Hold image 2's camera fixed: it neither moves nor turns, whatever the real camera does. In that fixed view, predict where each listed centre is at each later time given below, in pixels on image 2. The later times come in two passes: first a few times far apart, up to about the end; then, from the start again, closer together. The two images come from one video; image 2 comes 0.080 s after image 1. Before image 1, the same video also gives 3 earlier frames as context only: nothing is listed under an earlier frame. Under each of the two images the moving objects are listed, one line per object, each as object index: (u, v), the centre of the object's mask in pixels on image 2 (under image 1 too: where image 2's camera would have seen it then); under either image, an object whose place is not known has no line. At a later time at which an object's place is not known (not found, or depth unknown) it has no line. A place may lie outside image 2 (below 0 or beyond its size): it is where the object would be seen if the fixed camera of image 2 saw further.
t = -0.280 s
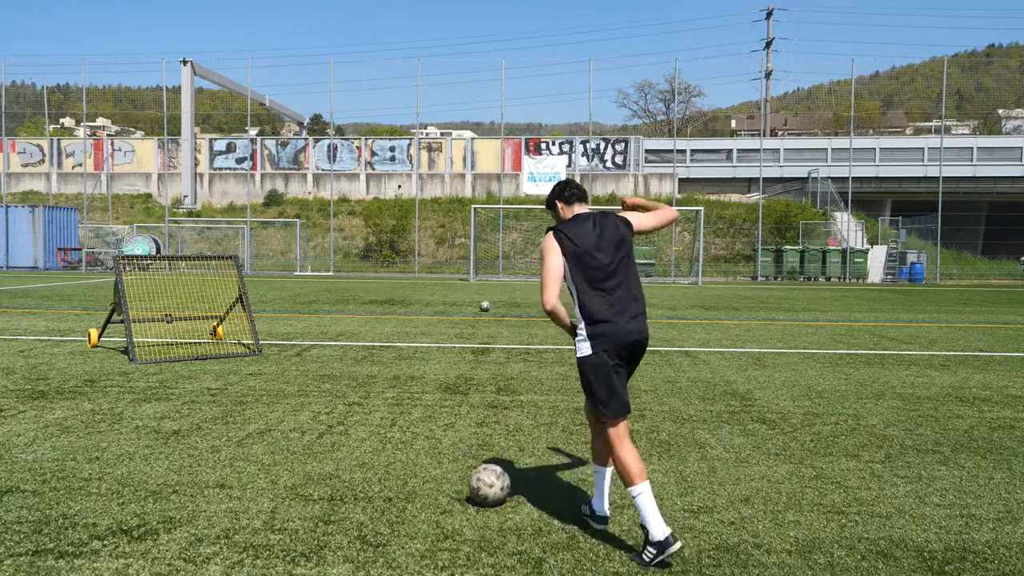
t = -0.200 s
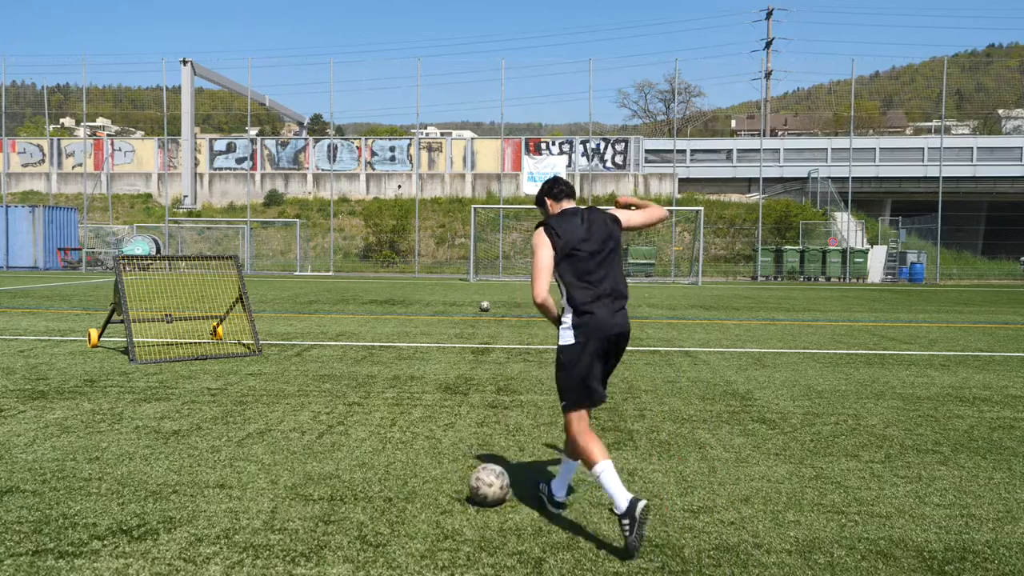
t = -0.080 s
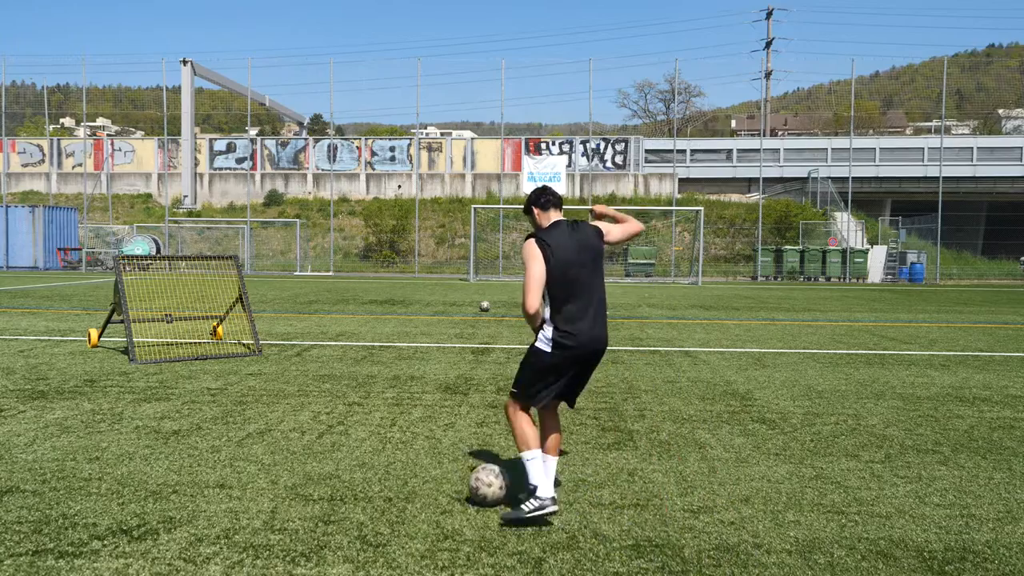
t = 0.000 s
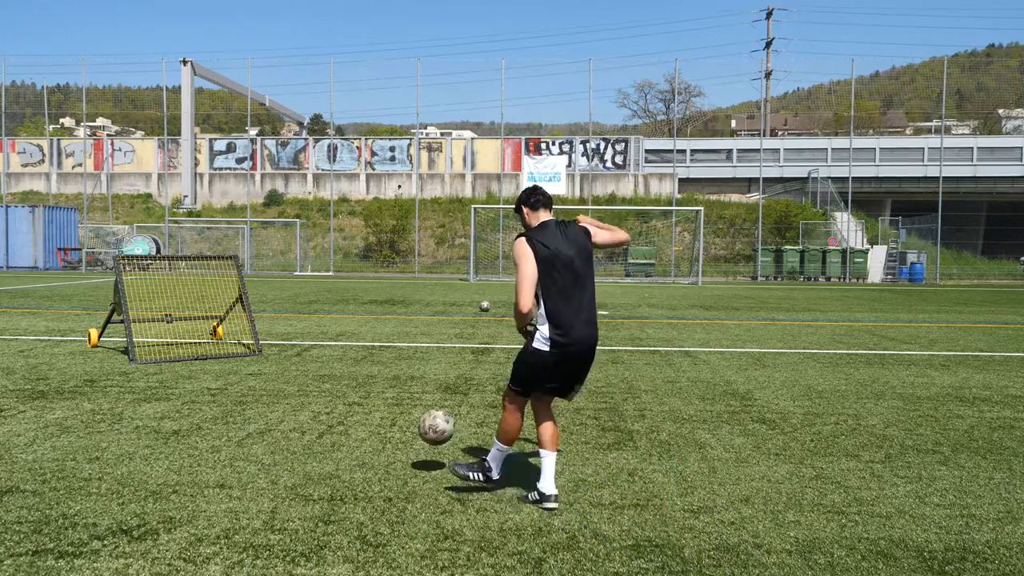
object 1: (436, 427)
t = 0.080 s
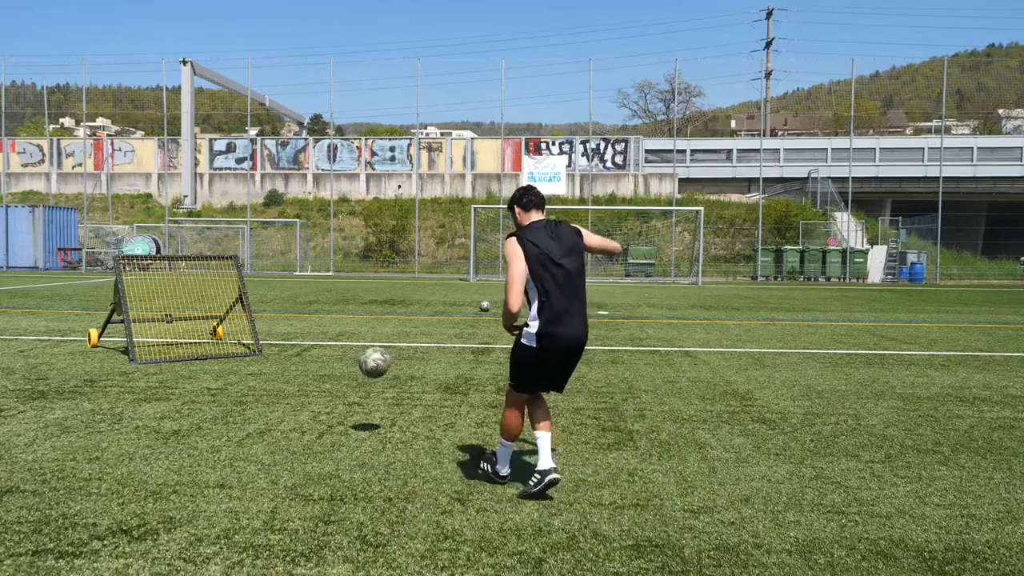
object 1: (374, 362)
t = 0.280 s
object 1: (283, 285)
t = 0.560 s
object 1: (233, 249)
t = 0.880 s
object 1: (275, 135)
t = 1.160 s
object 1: (327, 86)
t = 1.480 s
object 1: (420, 139)
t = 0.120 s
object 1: (350, 339)
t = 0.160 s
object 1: (330, 321)
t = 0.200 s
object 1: (312, 306)
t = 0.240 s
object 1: (296, 294)
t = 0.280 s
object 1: (283, 285)
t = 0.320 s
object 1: (271, 278)
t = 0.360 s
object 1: (260, 274)
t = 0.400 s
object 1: (251, 271)
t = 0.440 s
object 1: (243, 268)
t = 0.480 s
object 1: (235, 268)
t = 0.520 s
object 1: (229, 267)
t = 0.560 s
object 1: (233, 249)
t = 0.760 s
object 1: (259, 173)
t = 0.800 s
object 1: (264, 159)
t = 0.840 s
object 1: (270, 147)
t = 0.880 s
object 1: (275, 135)
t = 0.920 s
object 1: (282, 124)
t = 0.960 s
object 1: (289, 115)
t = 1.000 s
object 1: (295, 106)
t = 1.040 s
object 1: (302, 99)
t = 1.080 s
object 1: (310, 93)
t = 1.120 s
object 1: (318, 89)
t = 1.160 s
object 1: (327, 86)
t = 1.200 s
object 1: (336, 84)
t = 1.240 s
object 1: (345, 84)
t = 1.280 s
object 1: (356, 87)
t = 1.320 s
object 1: (367, 92)
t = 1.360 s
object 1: (378, 100)
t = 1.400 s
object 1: (391, 110)
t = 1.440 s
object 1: (405, 123)
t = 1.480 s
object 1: (420, 139)
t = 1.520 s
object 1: (435, 158)
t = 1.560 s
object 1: (453, 185)
